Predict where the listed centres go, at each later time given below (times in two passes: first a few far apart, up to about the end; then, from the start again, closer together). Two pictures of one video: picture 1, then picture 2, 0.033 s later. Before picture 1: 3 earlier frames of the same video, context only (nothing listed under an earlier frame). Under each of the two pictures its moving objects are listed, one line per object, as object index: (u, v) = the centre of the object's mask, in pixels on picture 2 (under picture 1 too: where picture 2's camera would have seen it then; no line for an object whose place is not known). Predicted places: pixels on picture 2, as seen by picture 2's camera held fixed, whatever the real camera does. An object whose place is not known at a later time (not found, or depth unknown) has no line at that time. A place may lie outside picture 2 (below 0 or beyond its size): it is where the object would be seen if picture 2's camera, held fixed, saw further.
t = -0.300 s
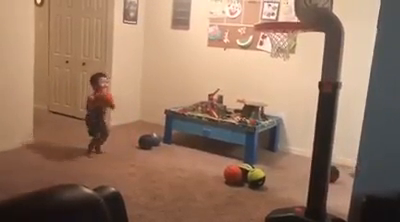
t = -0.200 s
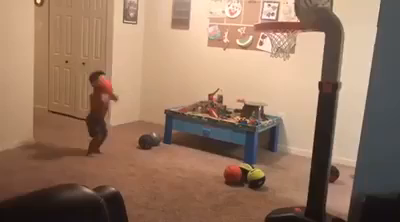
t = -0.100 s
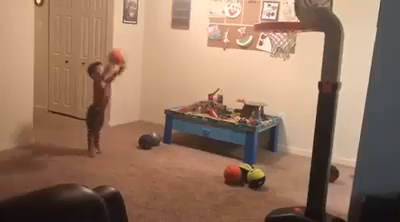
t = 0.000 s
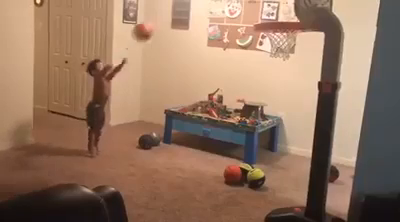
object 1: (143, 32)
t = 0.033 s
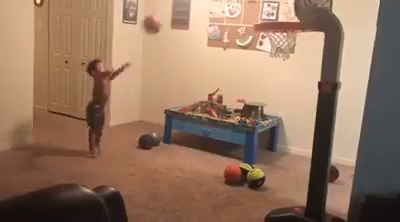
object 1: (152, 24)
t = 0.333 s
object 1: (250, 8)
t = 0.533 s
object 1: (282, 59)
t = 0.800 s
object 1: (250, 184)
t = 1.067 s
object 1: (234, 136)
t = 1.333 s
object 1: (215, 133)
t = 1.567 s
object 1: (196, 175)
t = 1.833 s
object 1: (186, 152)
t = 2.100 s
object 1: (174, 161)
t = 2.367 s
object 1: (164, 162)
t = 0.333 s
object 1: (250, 8)
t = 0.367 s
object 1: (263, 13)
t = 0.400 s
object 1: (277, 17)
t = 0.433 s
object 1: (290, 28)
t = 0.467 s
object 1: (290, 40)
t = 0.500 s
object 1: (286, 46)
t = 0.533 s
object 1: (282, 59)
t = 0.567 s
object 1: (278, 71)
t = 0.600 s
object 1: (274, 84)
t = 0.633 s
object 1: (271, 97)
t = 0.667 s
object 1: (267, 111)
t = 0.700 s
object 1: (264, 129)
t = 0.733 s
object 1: (263, 143)
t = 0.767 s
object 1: (256, 161)
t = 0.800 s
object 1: (250, 184)
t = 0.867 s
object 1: (245, 188)
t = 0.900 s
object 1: (244, 178)
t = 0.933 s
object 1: (242, 170)
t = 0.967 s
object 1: (239, 156)
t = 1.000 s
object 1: (238, 146)
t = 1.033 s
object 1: (237, 140)
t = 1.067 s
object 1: (234, 136)
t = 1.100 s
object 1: (232, 134)
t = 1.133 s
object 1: (230, 130)
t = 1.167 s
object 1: (228, 127)
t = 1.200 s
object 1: (227, 126)
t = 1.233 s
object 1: (223, 126)
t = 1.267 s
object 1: (221, 128)
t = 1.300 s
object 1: (218, 130)
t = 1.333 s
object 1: (215, 133)
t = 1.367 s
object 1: (214, 135)
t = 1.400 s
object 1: (210, 145)
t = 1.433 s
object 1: (206, 151)
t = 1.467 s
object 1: (203, 161)
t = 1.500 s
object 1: (200, 170)
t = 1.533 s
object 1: (198, 182)
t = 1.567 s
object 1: (196, 175)
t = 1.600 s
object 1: (195, 169)
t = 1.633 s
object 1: (194, 164)
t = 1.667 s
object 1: (193, 158)
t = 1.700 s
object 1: (192, 155)
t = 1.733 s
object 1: (191, 153)
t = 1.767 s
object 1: (189, 152)
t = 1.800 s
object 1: (188, 152)
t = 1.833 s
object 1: (186, 152)
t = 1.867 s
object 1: (185, 155)
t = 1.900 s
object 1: (183, 158)
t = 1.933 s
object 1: (181, 162)
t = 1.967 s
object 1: (180, 168)
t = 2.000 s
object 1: (178, 171)
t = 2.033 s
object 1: (177, 167)
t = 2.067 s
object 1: (175, 163)
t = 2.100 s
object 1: (174, 161)
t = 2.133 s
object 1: (173, 159)
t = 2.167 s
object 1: (171, 159)
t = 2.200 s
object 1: (170, 160)
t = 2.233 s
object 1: (169, 162)
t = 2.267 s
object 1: (167, 165)
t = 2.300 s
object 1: (166, 165)
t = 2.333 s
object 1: (165, 163)
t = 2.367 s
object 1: (164, 162)
